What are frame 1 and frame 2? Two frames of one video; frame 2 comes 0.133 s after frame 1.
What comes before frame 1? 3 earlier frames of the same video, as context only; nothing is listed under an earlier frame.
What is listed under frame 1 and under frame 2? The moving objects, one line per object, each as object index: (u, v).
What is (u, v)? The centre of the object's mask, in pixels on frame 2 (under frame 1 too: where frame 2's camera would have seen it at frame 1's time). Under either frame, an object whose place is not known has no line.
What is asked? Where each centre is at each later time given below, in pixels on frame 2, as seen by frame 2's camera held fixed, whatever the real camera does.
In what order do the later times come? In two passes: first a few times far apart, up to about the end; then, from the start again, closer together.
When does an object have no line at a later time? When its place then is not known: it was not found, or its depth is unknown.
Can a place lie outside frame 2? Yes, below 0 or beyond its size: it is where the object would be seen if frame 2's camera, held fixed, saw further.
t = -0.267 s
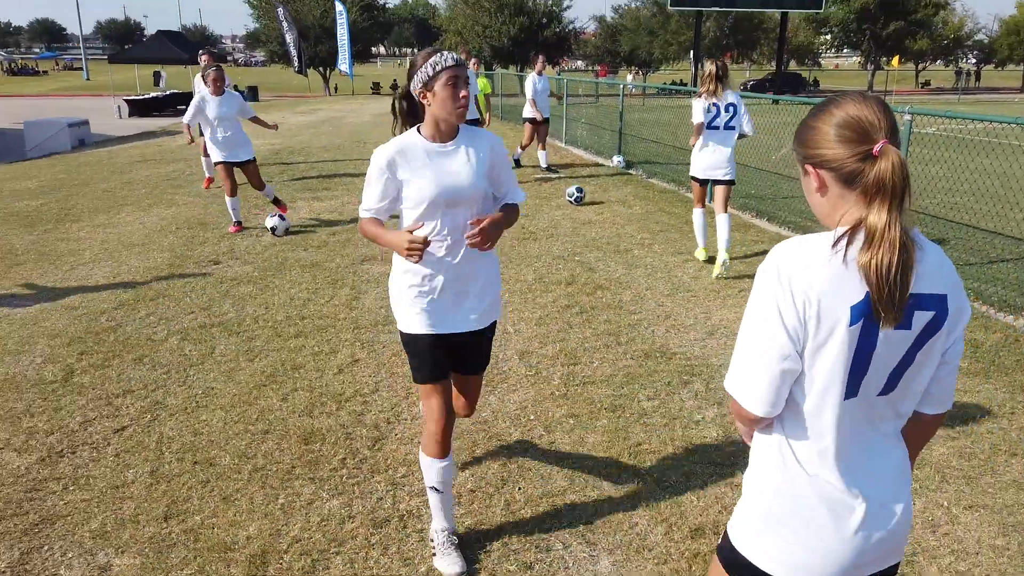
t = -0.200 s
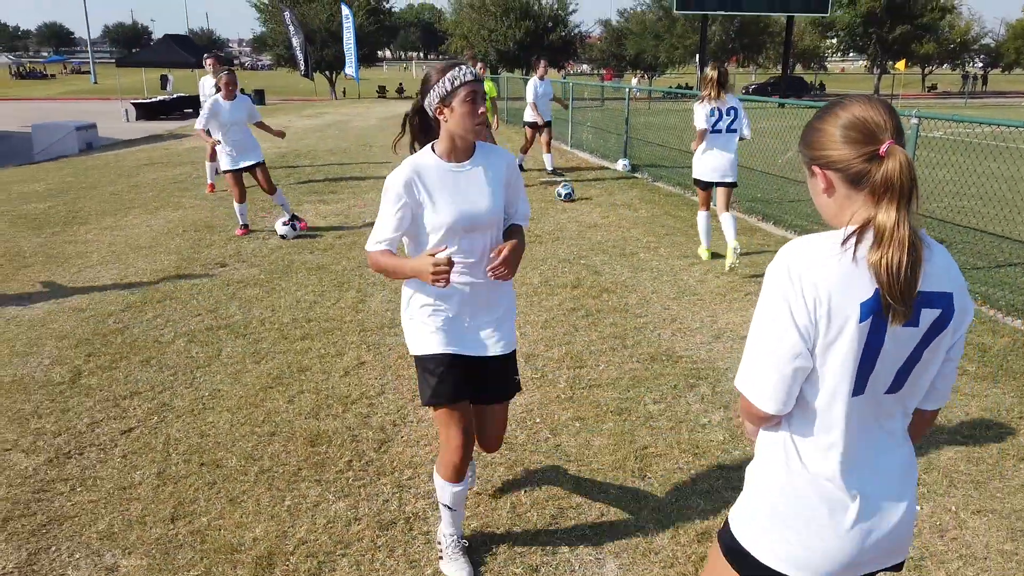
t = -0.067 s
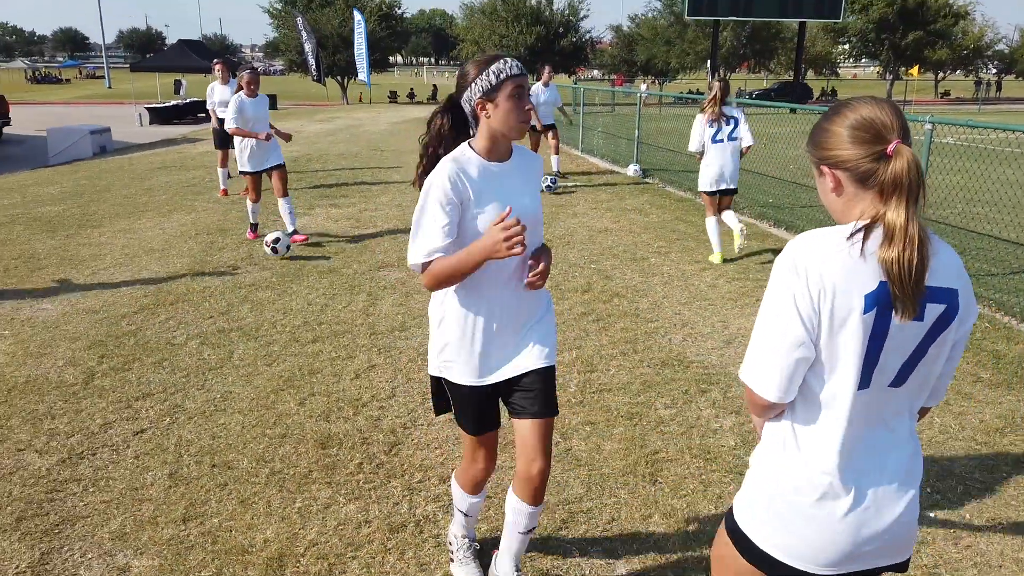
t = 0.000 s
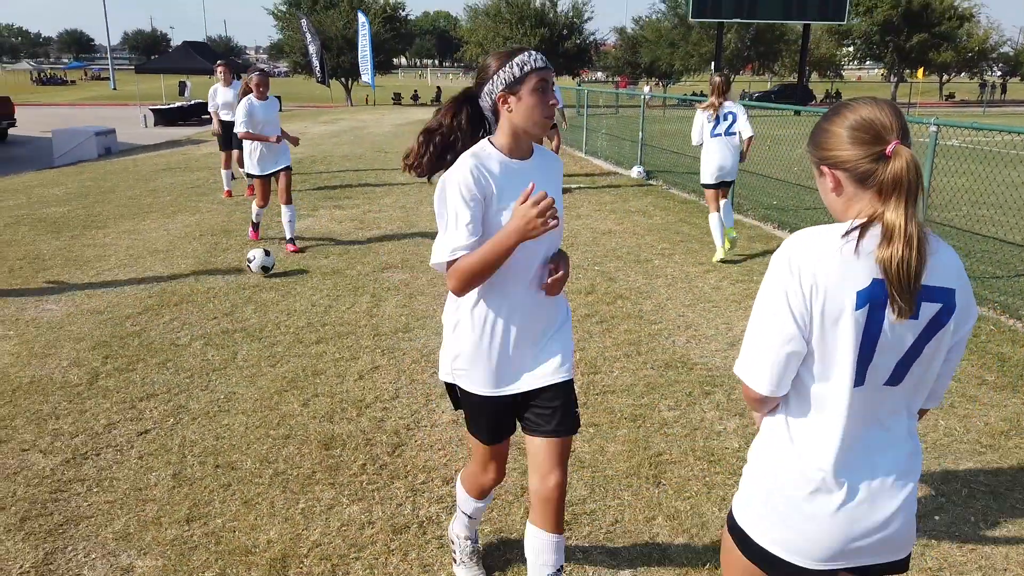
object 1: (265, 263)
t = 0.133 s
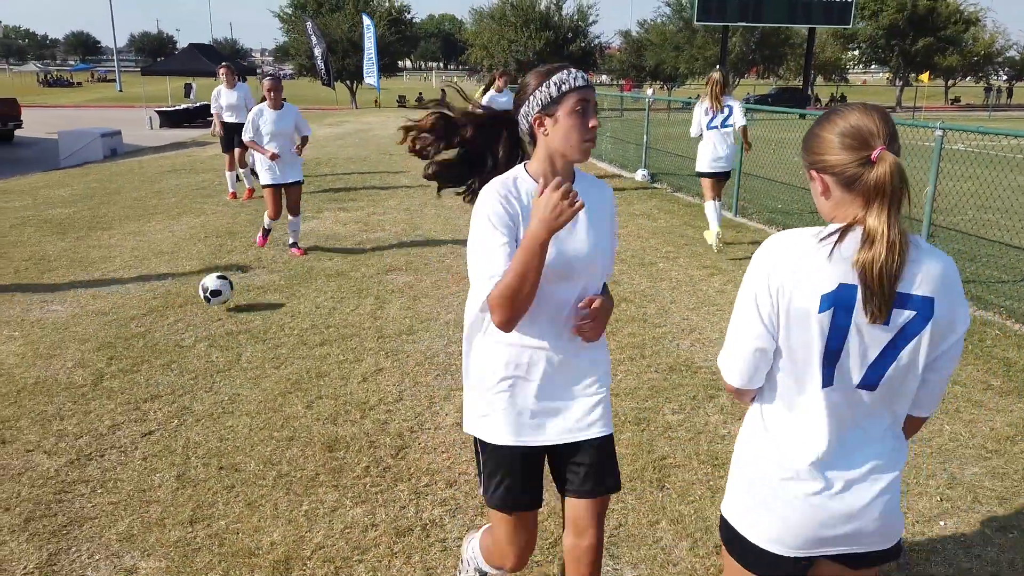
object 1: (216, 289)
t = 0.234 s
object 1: (171, 325)
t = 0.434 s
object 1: (58, 382)
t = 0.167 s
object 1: (202, 298)
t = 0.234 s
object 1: (171, 325)
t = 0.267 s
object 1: (154, 334)
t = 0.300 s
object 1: (137, 339)
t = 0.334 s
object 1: (120, 345)
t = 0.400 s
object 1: (80, 366)
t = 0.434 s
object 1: (58, 382)
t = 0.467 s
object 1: (34, 402)
